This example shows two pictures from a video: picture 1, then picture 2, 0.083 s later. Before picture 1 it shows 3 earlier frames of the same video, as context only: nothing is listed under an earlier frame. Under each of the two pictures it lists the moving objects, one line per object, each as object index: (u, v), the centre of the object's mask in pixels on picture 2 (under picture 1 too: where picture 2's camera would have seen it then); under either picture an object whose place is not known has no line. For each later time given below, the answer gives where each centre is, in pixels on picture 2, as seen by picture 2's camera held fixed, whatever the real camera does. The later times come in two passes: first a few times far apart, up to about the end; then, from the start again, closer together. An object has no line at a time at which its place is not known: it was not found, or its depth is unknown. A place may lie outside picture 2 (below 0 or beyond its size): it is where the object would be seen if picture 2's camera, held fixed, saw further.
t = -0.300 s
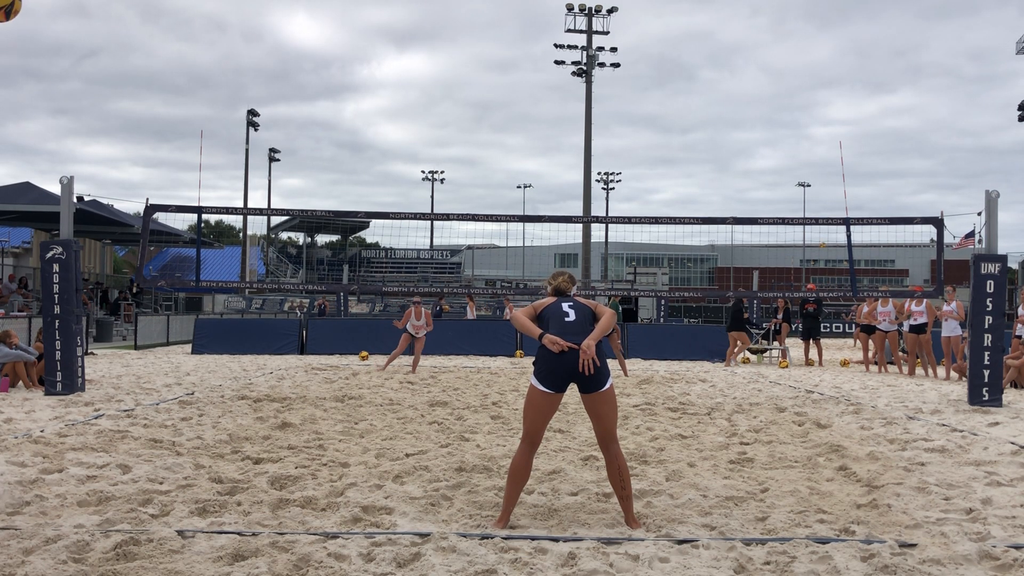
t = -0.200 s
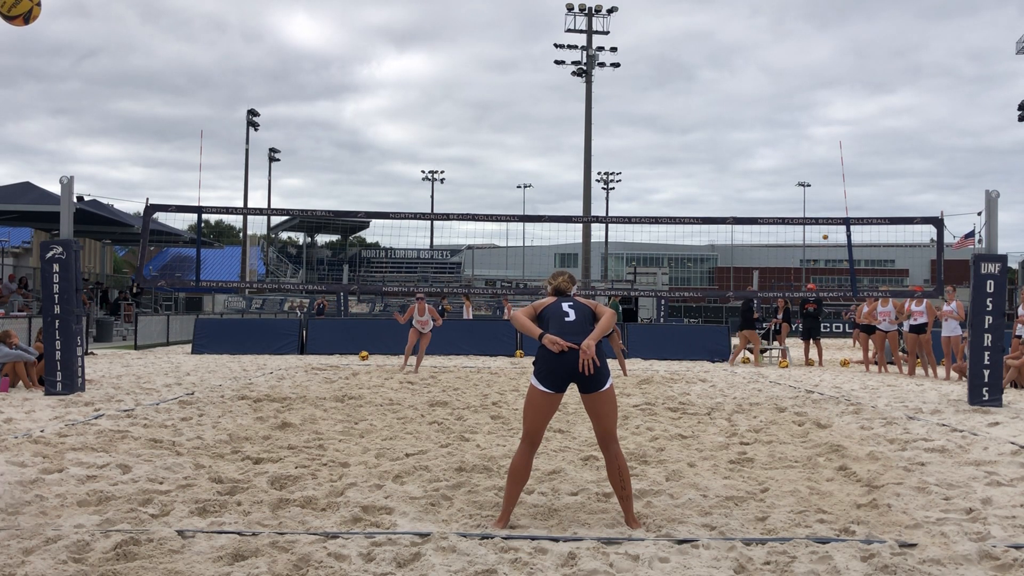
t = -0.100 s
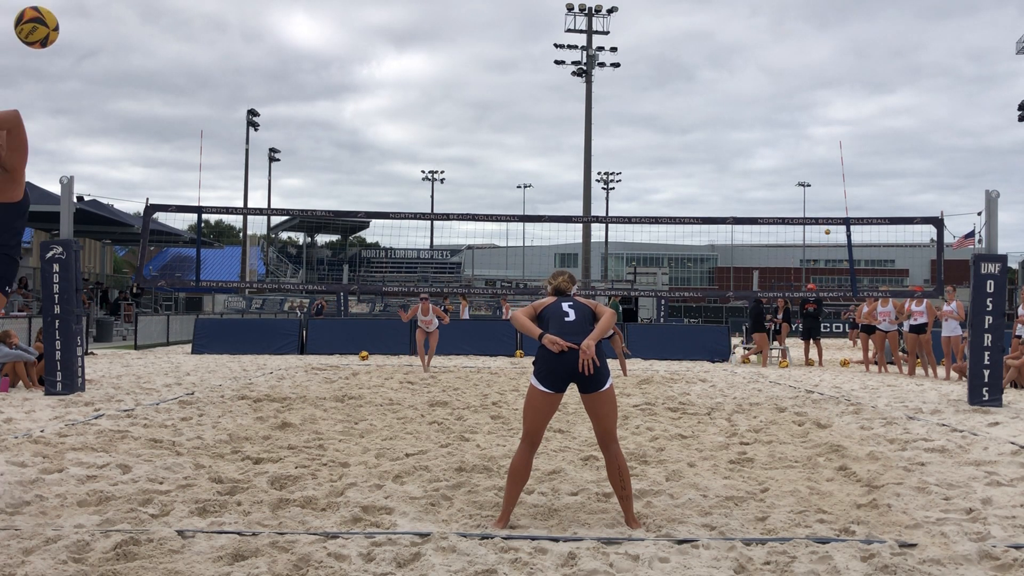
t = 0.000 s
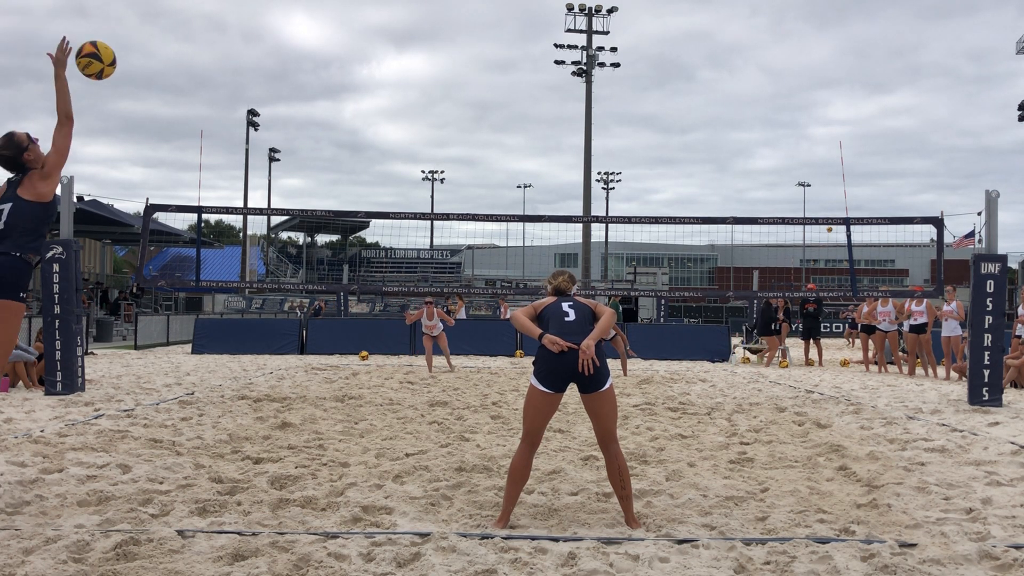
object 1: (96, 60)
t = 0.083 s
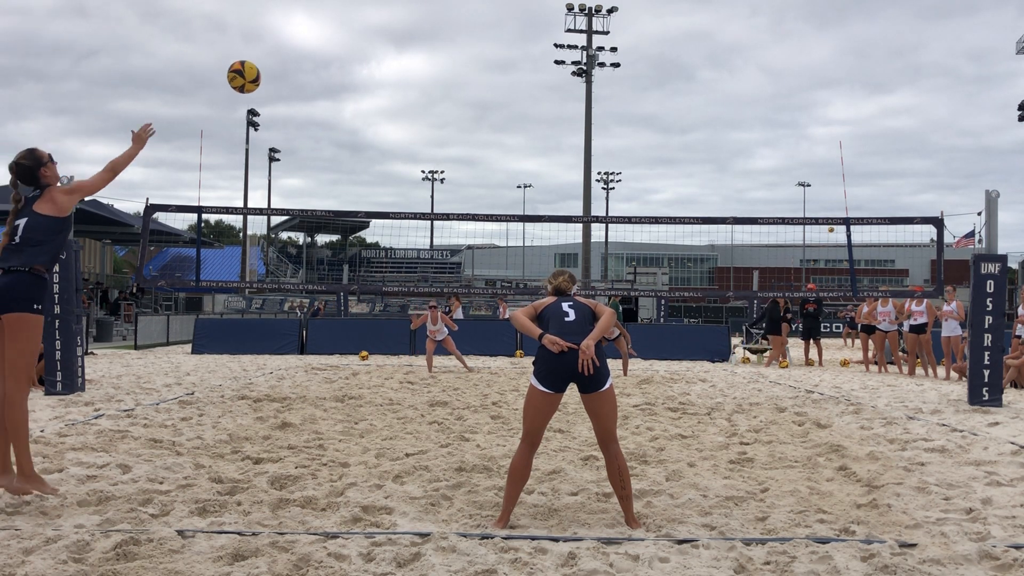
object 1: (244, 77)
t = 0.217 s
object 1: (400, 109)
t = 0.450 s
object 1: (551, 181)
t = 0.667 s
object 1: (617, 252)
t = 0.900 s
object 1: (663, 327)
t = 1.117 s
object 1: (701, 399)
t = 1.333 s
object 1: (721, 388)
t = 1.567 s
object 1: (740, 407)
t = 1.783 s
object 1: (753, 412)
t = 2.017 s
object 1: (767, 416)
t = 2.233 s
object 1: (774, 416)
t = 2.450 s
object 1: (776, 417)
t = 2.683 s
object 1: (781, 419)
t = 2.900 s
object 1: (788, 420)
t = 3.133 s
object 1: (786, 420)
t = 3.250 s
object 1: (786, 420)
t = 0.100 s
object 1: (268, 80)
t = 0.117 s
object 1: (290, 84)
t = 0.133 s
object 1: (311, 88)
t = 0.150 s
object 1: (331, 92)
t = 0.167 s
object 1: (350, 96)
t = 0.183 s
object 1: (367, 100)
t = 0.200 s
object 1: (384, 105)
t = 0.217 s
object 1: (400, 109)
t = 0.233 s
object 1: (414, 113)
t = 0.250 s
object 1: (428, 118)
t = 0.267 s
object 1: (441, 122)
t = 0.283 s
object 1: (453, 127)
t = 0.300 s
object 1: (465, 132)
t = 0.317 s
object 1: (477, 137)
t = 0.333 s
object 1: (487, 142)
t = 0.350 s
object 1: (498, 147)
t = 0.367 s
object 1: (508, 153)
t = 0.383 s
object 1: (517, 158)
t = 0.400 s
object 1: (526, 164)
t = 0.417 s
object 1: (535, 169)
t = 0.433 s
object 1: (543, 175)
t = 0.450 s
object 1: (551, 181)
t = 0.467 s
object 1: (558, 186)
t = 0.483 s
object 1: (566, 192)
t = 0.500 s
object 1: (572, 197)
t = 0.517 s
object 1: (579, 203)
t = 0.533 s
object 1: (585, 209)
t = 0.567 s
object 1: (597, 219)
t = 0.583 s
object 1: (601, 224)
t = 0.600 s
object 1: (604, 229)
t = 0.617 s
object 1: (607, 235)
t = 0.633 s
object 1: (611, 240)
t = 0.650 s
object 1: (614, 246)
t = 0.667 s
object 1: (617, 252)
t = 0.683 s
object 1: (622, 257)
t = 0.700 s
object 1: (625, 264)
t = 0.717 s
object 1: (628, 270)
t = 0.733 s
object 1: (631, 276)
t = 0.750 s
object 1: (634, 282)
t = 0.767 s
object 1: (637, 286)
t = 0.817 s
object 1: (646, 299)
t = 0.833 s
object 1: (649, 304)
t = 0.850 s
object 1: (653, 309)
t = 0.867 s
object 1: (655, 315)
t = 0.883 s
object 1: (659, 320)
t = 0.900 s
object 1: (663, 327)
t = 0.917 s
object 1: (666, 332)
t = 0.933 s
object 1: (669, 339)
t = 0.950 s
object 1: (672, 346)
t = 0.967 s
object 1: (676, 352)
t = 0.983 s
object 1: (680, 360)
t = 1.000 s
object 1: (683, 368)
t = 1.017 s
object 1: (685, 375)
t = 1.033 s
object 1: (689, 384)
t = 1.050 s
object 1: (693, 392)
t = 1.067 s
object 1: (696, 401)
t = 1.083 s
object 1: (699, 403)
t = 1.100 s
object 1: (700, 401)
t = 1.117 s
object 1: (701, 399)
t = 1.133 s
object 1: (703, 397)
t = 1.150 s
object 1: (705, 395)
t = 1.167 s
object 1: (706, 394)
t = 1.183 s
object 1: (708, 391)
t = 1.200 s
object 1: (709, 390)
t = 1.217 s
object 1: (710, 388)
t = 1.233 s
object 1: (712, 388)
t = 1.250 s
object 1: (713, 387)
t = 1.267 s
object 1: (715, 387)
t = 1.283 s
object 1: (716, 387)
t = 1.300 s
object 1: (718, 387)
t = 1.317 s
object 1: (719, 388)
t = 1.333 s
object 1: (721, 388)
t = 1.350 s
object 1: (722, 389)
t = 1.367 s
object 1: (724, 390)
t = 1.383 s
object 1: (725, 392)
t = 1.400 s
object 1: (726, 393)
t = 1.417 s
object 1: (728, 395)
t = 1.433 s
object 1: (730, 397)
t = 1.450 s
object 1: (732, 400)
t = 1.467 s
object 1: (733, 402)
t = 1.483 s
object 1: (734, 405)
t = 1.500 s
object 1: (736, 408)
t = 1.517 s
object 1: (737, 409)
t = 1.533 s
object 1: (738, 408)
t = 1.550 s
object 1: (739, 408)
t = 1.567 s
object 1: (740, 407)
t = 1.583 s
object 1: (741, 407)
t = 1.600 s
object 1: (742, 407)
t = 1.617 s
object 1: (743, 407)
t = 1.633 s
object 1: (744, 407)
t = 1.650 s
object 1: (745, 408)
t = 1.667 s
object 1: (746, 408)
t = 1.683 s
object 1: (747, 409)
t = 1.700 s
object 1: (748, 411)
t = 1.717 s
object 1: (749, 411)
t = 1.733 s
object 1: (750, 412)
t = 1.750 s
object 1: (751, 412)
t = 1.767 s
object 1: (752, 412)
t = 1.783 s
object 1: (753, 412)
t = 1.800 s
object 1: (754, 412)
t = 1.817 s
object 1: (755, 413)
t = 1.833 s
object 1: (756, 413)
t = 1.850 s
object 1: (757, 413)
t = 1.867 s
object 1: (758, 413)
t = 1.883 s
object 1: (759, 412)
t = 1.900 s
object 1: (760, 412)
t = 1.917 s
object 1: (761, 413)
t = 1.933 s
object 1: (762, 413)
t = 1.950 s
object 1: (763, 413)
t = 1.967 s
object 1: (764, 414)
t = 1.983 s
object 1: (765, 414)
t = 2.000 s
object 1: (766, 415)
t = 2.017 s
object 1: (767, 416)
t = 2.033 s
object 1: (768, 417)
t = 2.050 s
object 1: (769, 418)
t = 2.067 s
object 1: (770, 418)
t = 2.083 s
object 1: (771, 417)
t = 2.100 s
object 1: (772, 417)
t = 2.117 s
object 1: (772, 417)
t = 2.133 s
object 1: (772, 416)
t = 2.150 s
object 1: (773, 416)
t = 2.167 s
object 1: (773, 416)
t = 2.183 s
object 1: (774, 416)
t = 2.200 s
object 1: (774, 416)
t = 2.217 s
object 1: (774, 416)
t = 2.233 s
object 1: (774, 416)
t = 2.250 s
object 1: (774, 416)
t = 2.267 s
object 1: (775, 416)
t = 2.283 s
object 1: (775, 416)
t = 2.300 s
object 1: (775, 416)
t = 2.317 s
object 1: (775, 416)
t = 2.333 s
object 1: (775, 417)
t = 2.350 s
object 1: (775, 416)
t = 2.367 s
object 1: (775, 416)
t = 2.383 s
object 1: (775, 417)
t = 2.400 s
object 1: (775, 417)
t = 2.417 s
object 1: (775, 417)
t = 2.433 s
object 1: (775, 417)
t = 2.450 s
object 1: (776, 417)
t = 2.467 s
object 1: (776, 417)
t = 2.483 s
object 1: (776, 417)
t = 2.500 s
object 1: (776, 417)
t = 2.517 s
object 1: (776, 417)
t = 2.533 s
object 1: (777, 417)
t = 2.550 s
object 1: (777, 418)
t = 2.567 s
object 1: (777, 418)
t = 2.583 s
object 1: (778, 418)
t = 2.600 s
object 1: (778, 418)
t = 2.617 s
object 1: (779, 418)
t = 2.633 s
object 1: (779, 419)
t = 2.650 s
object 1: (780, 419)
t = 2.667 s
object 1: (781, 419)
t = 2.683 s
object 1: (781, 419)
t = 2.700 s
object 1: (782, 419)
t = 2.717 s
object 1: (782, 419)
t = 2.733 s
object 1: (783, 420)
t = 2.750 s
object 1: (784, 420)
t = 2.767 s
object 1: (785, 420)
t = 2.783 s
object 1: (785, 420)
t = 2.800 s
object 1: (786, 420)
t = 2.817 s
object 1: (786, 420)
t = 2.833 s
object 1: (787, 420)
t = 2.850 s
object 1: (787, 420)
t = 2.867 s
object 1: (787, 420)
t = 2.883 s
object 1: (787, 420)
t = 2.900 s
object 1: (788, 420)
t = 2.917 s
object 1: (787, 420)
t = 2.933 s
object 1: (787, 420)
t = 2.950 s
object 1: (787, 420)
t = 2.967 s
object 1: (787, 420)
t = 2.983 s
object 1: (787, 420)
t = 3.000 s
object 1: (787, 420)
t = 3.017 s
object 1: (787, 420)
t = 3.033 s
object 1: (786, 420)
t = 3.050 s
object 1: (786, 420)
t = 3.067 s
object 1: (786, 420)
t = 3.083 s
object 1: (786, 420)
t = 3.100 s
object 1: (786, 420)
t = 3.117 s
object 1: (786, 420)
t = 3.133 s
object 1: (786, 420)
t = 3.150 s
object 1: (786, 420)
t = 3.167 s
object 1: (786, 420)
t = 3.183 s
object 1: (786, 420)
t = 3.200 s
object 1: (786, 420)
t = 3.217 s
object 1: (786, 420)
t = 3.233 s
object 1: (786, 420)
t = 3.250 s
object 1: (786, 420)
